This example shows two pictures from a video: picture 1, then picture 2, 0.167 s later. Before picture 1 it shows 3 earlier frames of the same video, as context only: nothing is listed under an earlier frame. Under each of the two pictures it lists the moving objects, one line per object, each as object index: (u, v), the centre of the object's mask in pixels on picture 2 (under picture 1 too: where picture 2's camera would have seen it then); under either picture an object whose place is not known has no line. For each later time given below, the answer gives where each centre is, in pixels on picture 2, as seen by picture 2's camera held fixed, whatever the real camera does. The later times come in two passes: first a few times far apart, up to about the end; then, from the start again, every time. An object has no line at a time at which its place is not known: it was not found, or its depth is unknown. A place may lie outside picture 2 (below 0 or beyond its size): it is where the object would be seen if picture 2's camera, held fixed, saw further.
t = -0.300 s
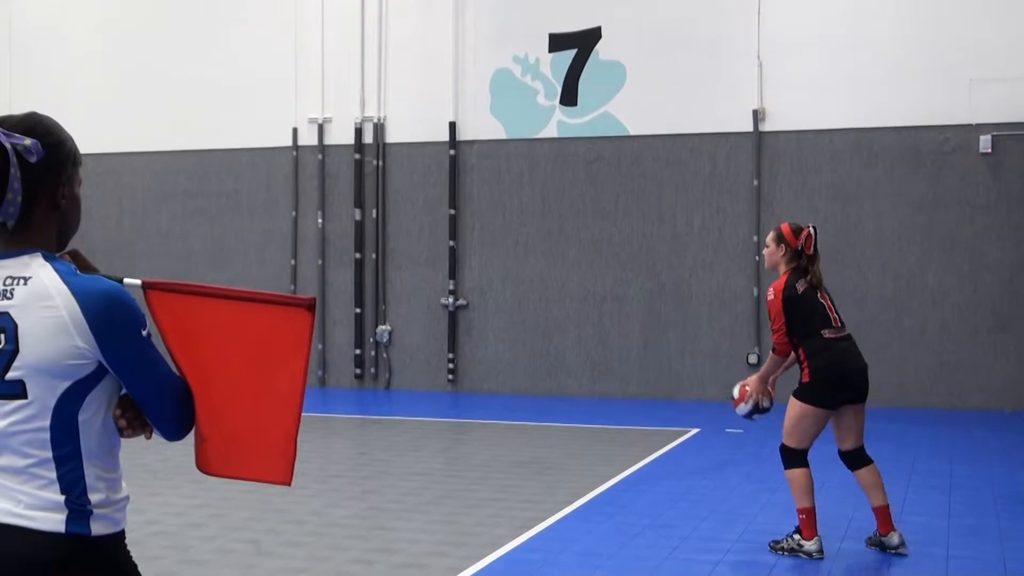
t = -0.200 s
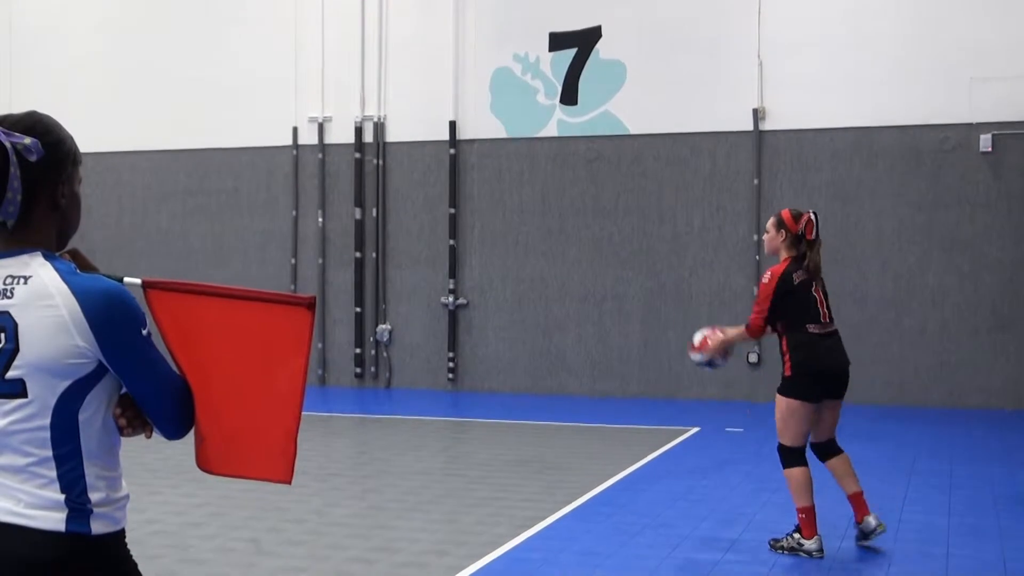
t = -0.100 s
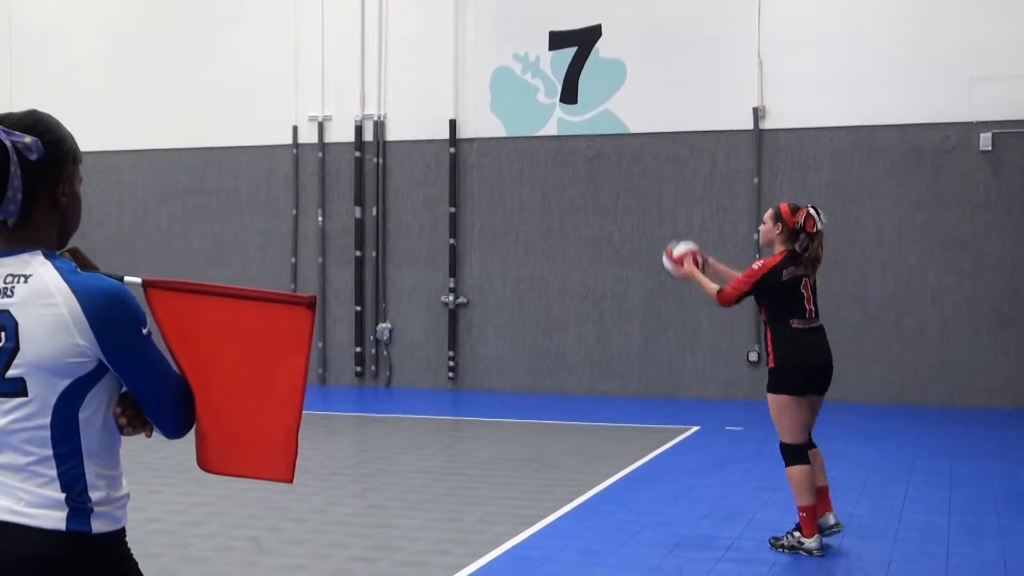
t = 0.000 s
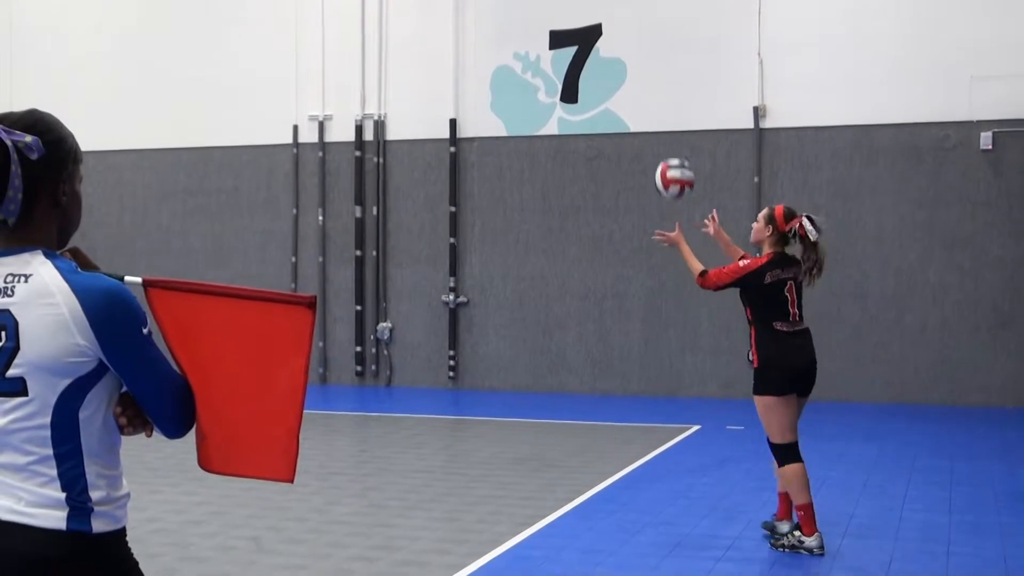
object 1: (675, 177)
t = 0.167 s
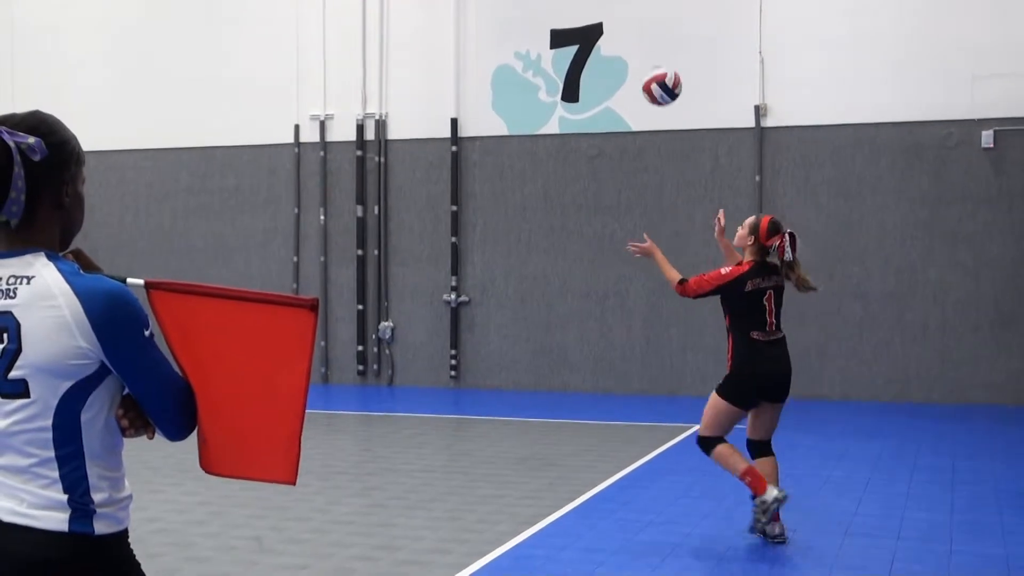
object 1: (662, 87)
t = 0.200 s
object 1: (659, 74)
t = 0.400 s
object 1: (643, 43)
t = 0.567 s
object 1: (630, 74)
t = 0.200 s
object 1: (659, 74)
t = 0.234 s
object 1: (656, 64)
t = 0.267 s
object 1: (653, 55)
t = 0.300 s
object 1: (651, 49)
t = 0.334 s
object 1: (648, 46)
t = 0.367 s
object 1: (645, 43)
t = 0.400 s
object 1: (643, 43)
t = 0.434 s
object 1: (640, 46)
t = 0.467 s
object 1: (638, 51)
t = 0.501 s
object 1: (635, 56)
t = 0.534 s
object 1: (632, 64)
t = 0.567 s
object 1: (630, 74)
